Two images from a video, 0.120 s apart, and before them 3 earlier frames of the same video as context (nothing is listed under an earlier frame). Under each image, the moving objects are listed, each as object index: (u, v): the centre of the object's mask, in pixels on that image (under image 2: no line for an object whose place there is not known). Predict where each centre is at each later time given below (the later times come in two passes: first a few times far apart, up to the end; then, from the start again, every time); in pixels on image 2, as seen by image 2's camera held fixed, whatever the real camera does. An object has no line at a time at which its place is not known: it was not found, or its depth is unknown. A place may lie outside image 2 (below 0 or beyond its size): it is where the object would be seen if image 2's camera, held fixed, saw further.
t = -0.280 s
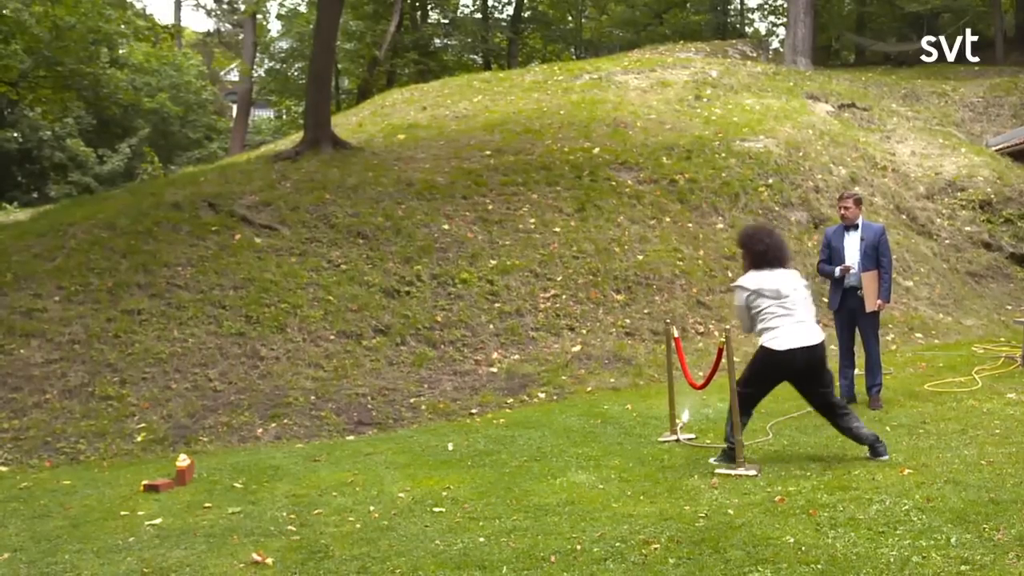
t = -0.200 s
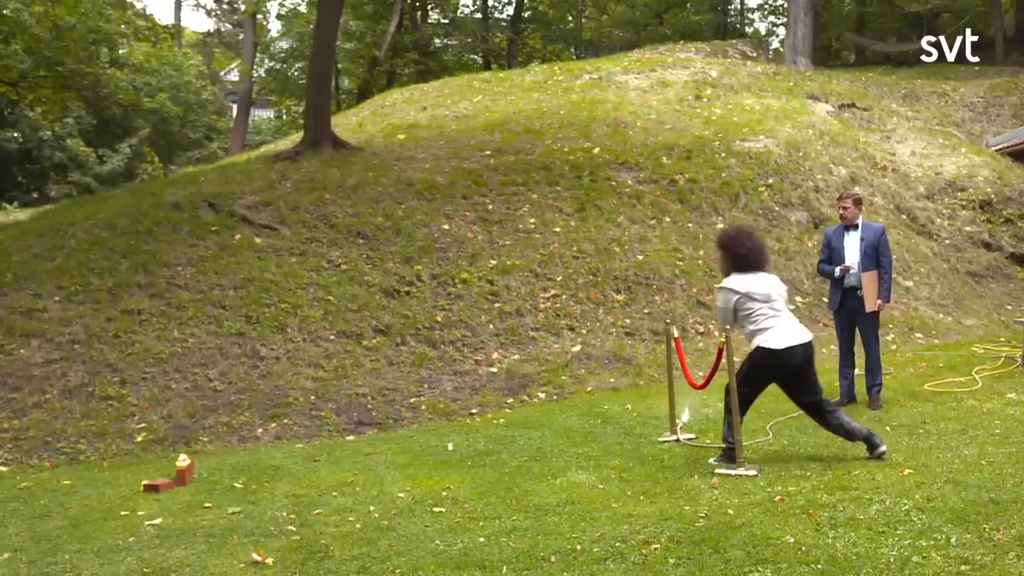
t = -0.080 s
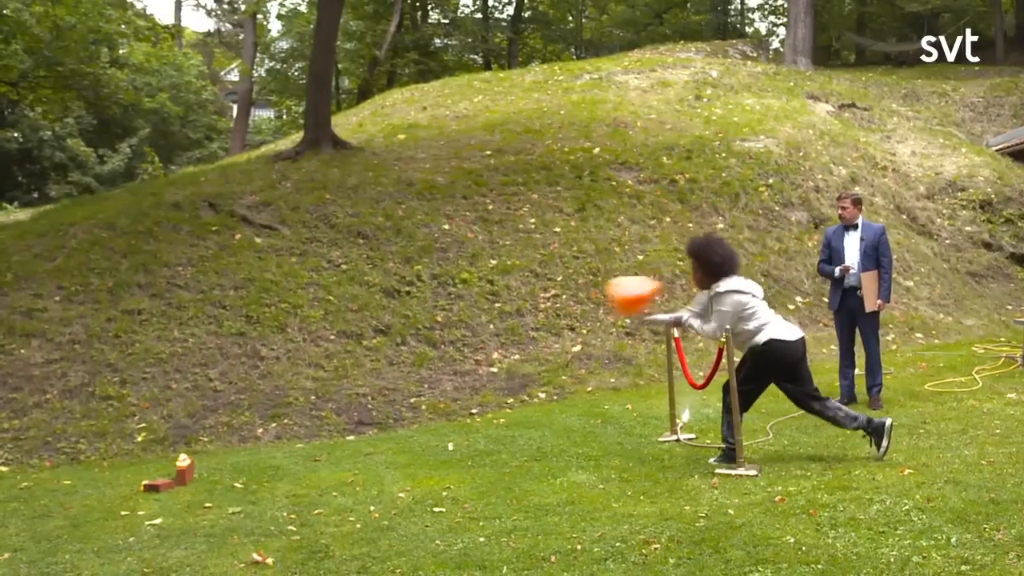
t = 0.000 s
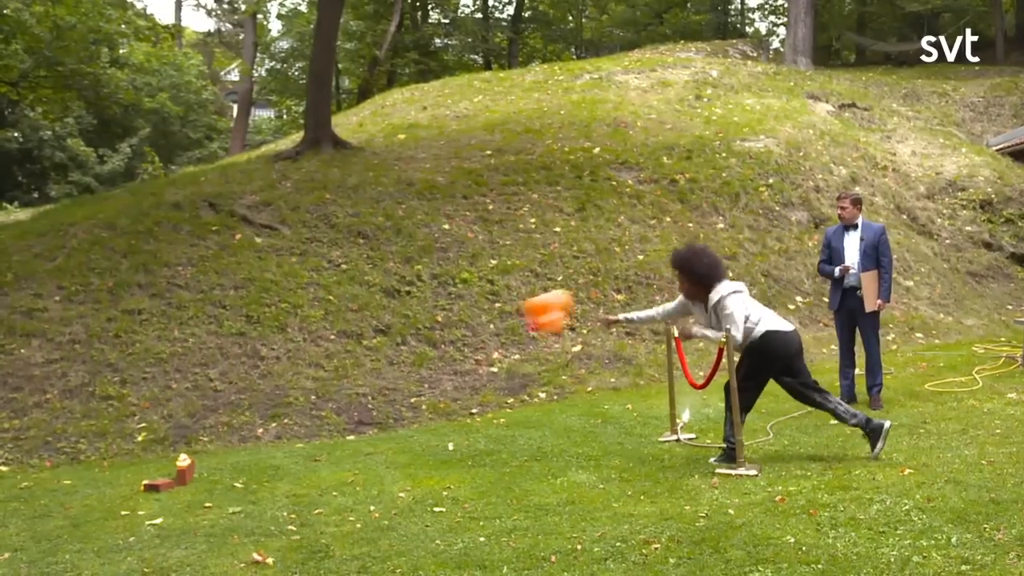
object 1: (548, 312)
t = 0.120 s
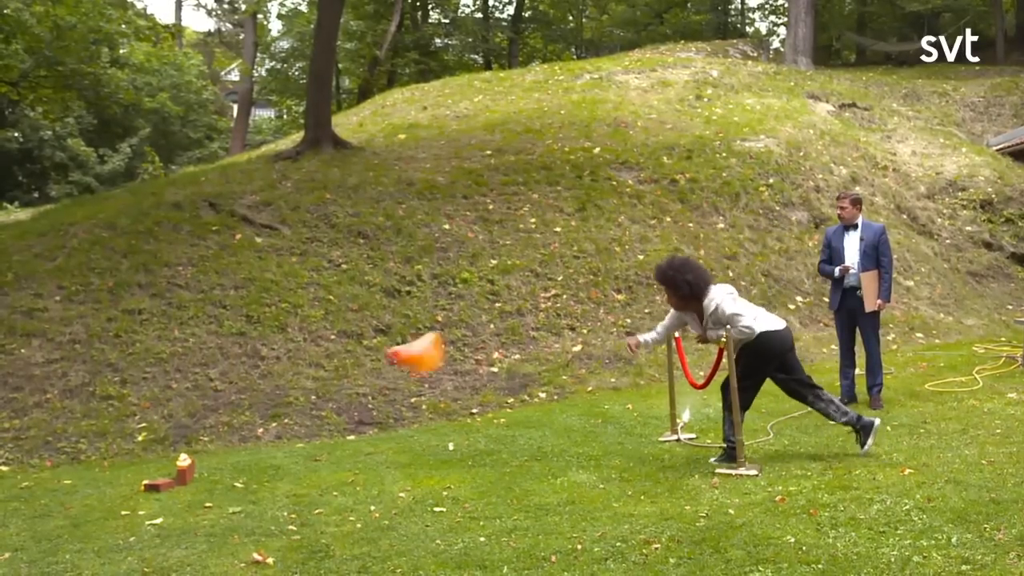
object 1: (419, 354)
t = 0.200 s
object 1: (340, 396)
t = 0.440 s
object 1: (185, 452)
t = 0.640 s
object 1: (166, 446)
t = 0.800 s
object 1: (128, 468)
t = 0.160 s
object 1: (380, 375)
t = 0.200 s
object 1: (340, 396)
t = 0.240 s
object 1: (296, 416)
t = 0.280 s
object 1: (252, 440)
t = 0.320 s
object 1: (214, 464)
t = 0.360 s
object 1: (194, 460)
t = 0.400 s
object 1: (188, 455)
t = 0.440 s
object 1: (185, 452)
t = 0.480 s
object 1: (184, 446)
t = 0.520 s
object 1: (178, 446)
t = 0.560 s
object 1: (169, 440)
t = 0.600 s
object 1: (170, 442)
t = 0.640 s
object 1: (166, 446)
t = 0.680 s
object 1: (156, 456)
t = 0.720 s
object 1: (149, 461)
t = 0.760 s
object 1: (139, 466)
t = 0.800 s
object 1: (128, 468)
